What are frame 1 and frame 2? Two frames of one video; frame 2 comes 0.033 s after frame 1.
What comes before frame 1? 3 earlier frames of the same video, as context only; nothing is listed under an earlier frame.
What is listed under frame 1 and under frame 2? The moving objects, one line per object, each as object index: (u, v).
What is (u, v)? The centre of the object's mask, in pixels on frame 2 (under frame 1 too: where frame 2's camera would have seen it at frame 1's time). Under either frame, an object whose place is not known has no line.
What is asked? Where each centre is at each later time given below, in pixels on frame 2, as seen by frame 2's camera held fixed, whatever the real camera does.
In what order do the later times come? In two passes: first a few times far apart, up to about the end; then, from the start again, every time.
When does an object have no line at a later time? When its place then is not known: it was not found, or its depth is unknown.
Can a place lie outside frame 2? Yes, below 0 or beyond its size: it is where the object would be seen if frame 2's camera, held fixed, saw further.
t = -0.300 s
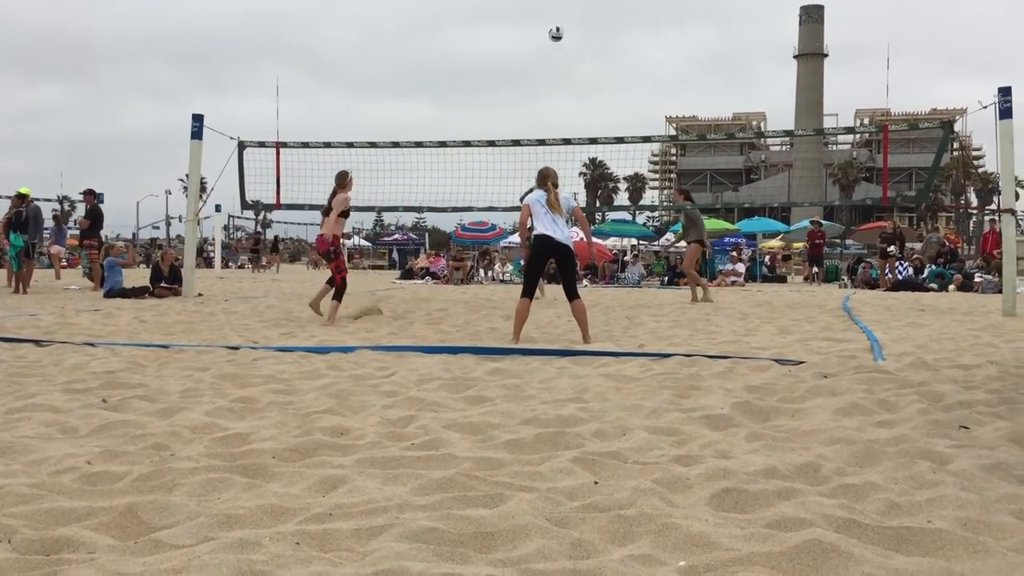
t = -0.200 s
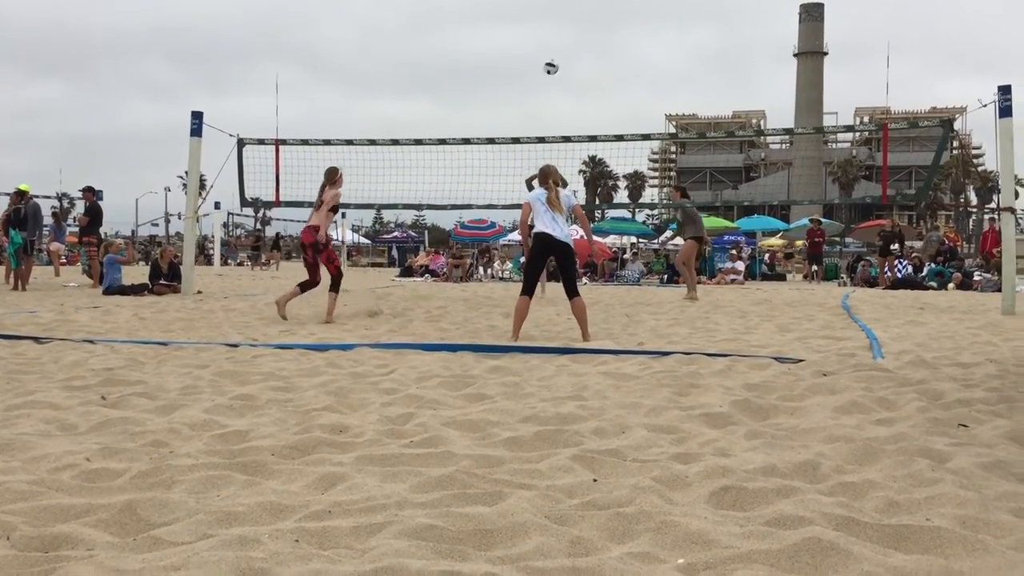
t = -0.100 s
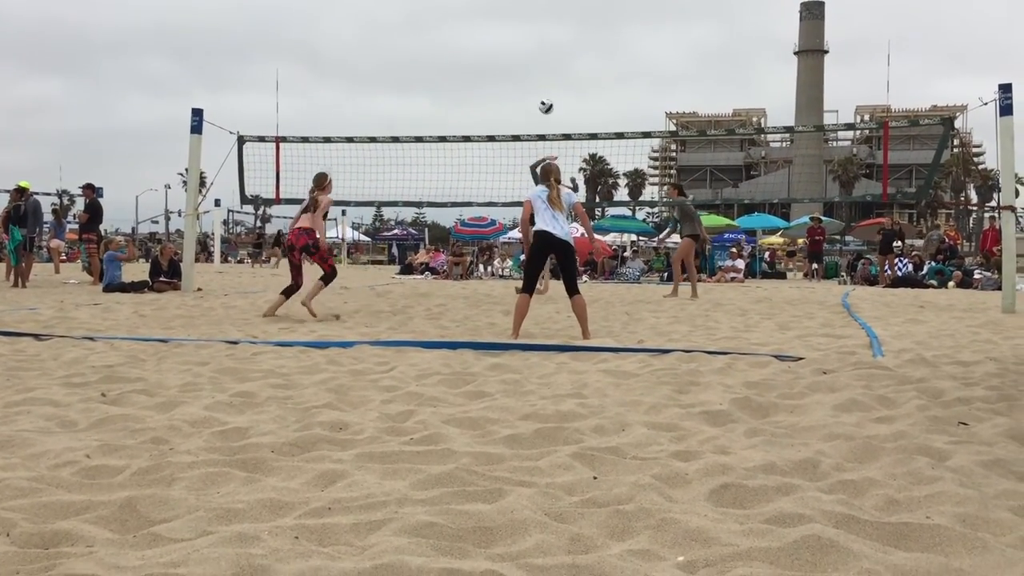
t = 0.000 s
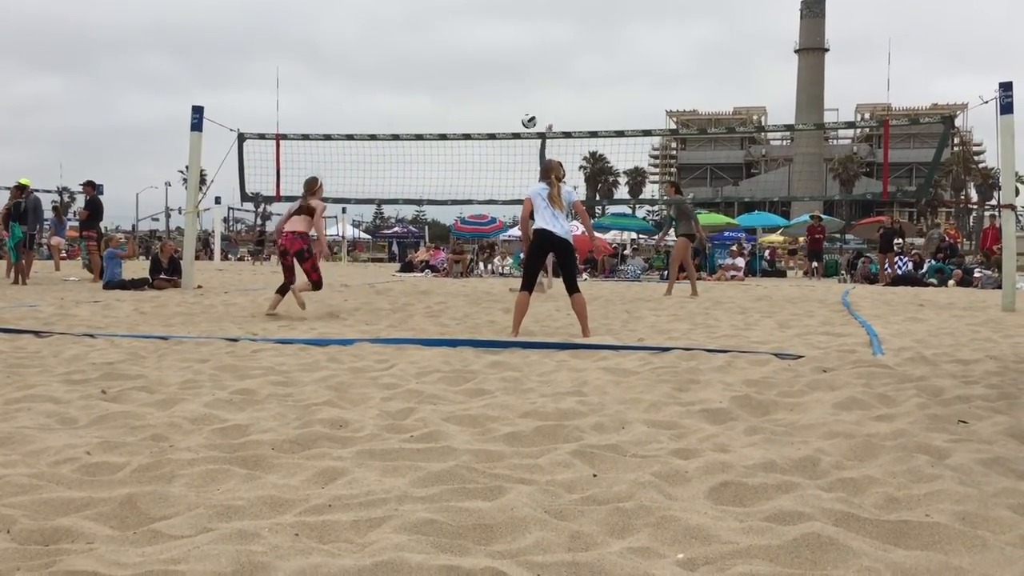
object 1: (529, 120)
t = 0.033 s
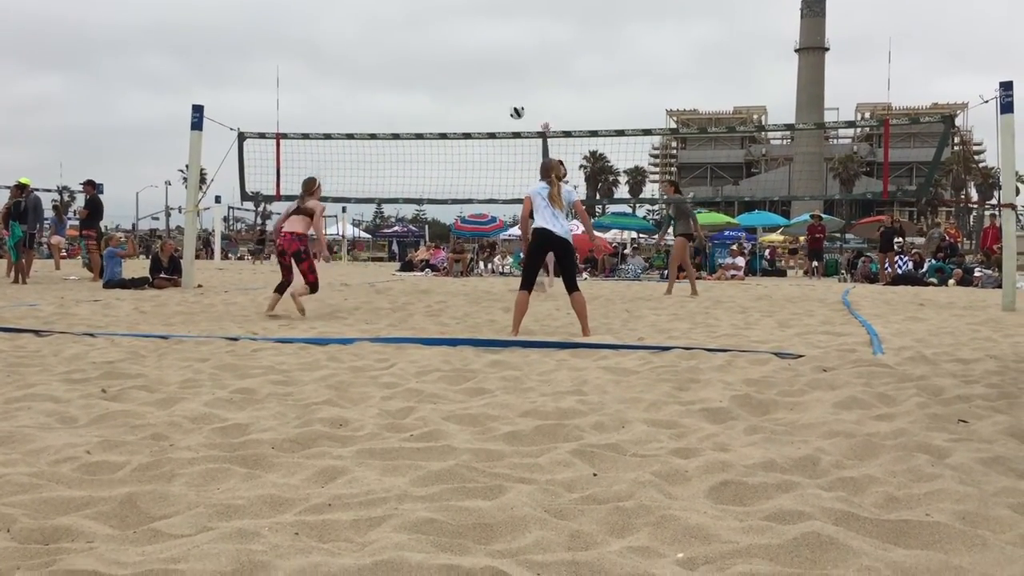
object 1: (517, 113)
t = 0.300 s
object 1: (410, 75)
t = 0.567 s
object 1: (295, 107)
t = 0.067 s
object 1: (504, 104)
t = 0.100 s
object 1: (491, 97)
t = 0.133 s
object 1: (478, 91)
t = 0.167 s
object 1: (465, 86)
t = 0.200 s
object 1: (451, 81)
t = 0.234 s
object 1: (438, 78)
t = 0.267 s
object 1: (424, 76)
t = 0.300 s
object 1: (410, 75)
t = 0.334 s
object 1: (396, 74)
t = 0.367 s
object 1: (382, 75)
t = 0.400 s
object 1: (368, 78)
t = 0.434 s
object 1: (354, 81)
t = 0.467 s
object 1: (339, 85)
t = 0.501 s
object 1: (324, 91)
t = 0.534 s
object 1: (310, 98)
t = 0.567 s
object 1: (295, 107)
